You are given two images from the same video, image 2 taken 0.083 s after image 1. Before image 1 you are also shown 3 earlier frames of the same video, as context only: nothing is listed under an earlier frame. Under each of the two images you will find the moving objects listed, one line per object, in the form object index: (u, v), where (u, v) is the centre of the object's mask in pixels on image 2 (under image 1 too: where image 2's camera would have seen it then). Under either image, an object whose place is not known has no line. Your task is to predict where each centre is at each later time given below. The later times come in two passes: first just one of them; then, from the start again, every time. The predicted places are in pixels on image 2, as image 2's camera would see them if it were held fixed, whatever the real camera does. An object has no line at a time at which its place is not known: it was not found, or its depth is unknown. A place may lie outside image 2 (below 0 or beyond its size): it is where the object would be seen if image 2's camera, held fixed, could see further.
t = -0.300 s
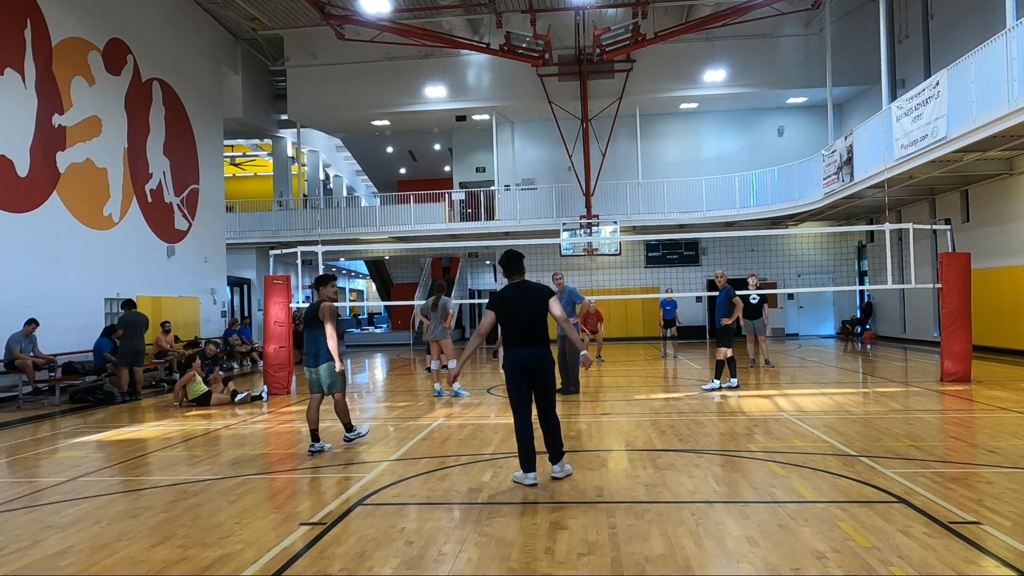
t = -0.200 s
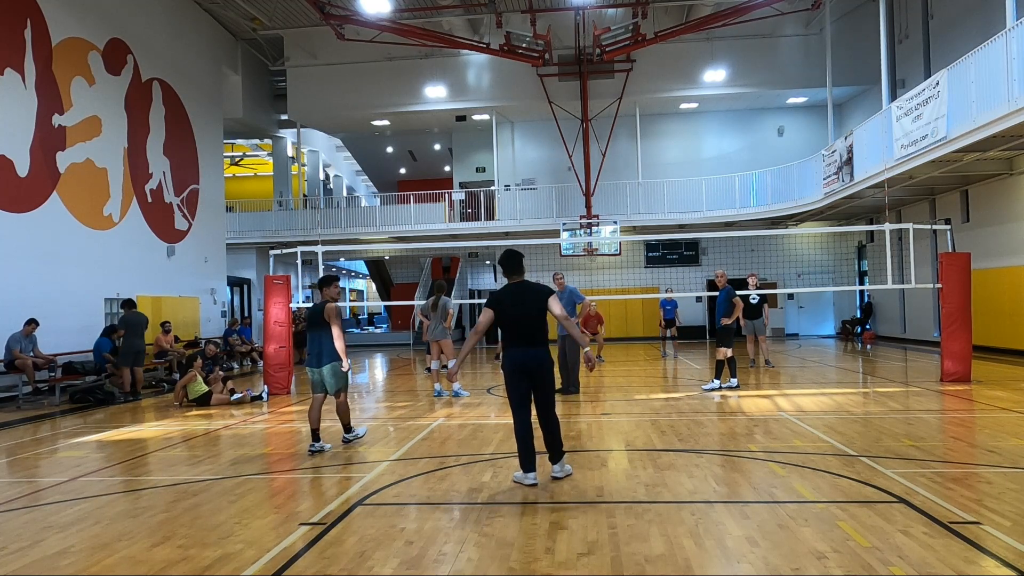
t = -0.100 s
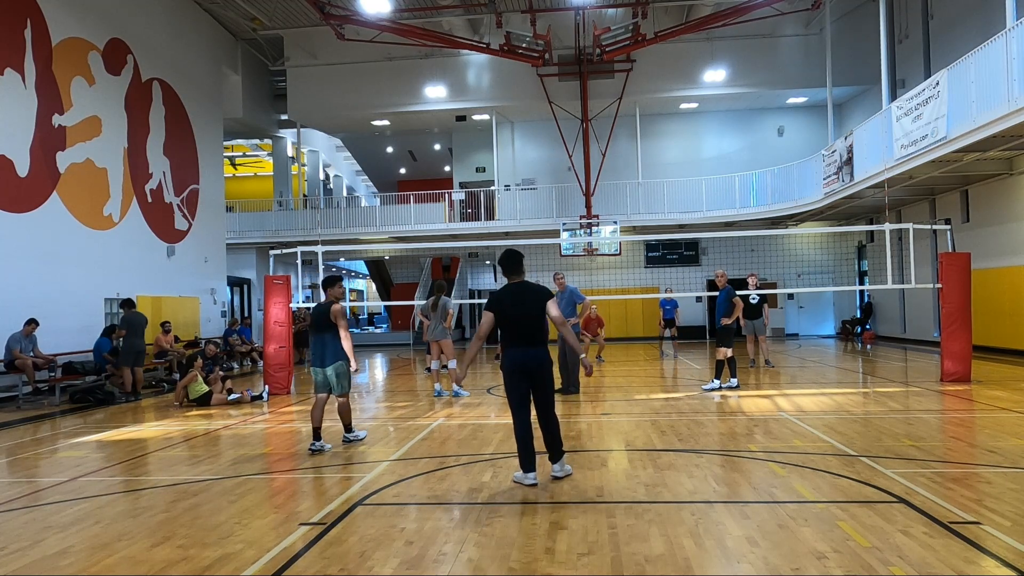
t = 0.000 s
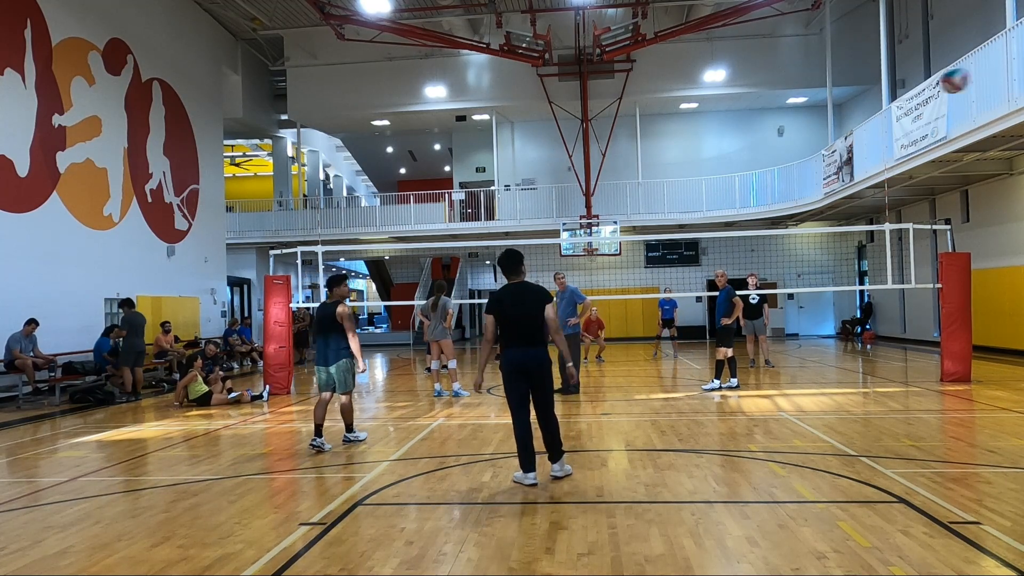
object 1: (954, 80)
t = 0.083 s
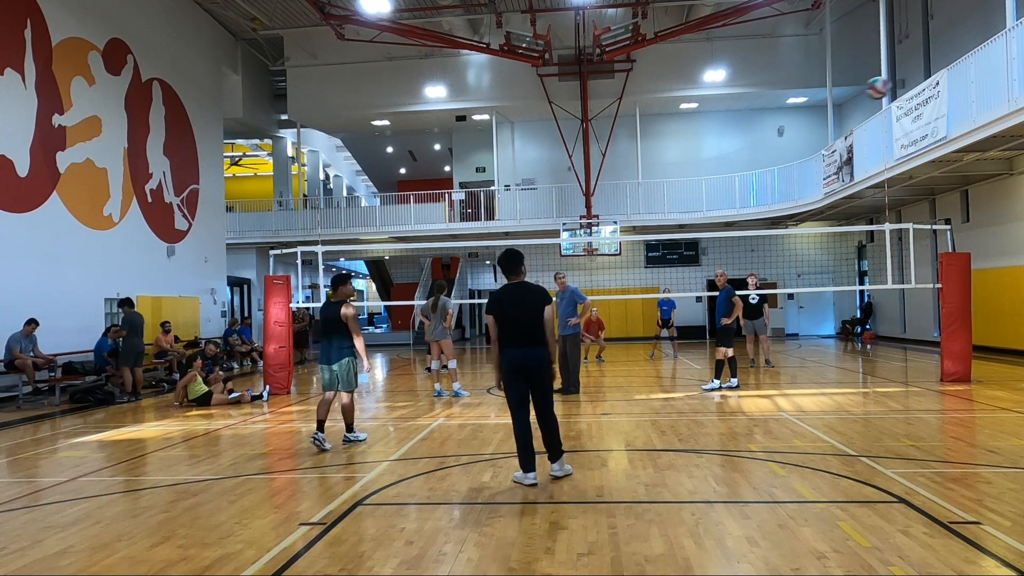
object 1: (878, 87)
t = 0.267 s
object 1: (776, 117)
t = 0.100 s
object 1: (866, 89)
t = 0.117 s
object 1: (855, 91)
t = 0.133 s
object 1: (844, 93)
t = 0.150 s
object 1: (834, 96)
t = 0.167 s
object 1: (824, 99)
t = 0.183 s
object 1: (815, 102)
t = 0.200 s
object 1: (806, 105)
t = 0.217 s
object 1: (798, 107)
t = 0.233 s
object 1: (790, 110)
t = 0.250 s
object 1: (783, 113)
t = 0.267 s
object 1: (776, 117)
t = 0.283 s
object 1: (770, 120)
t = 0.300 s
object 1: (763, 123)
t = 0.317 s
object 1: (758, 127)
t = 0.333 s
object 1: (752, 130)
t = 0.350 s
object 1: (747, 133)
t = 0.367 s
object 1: (741, 136)
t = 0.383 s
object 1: (737, 140)
